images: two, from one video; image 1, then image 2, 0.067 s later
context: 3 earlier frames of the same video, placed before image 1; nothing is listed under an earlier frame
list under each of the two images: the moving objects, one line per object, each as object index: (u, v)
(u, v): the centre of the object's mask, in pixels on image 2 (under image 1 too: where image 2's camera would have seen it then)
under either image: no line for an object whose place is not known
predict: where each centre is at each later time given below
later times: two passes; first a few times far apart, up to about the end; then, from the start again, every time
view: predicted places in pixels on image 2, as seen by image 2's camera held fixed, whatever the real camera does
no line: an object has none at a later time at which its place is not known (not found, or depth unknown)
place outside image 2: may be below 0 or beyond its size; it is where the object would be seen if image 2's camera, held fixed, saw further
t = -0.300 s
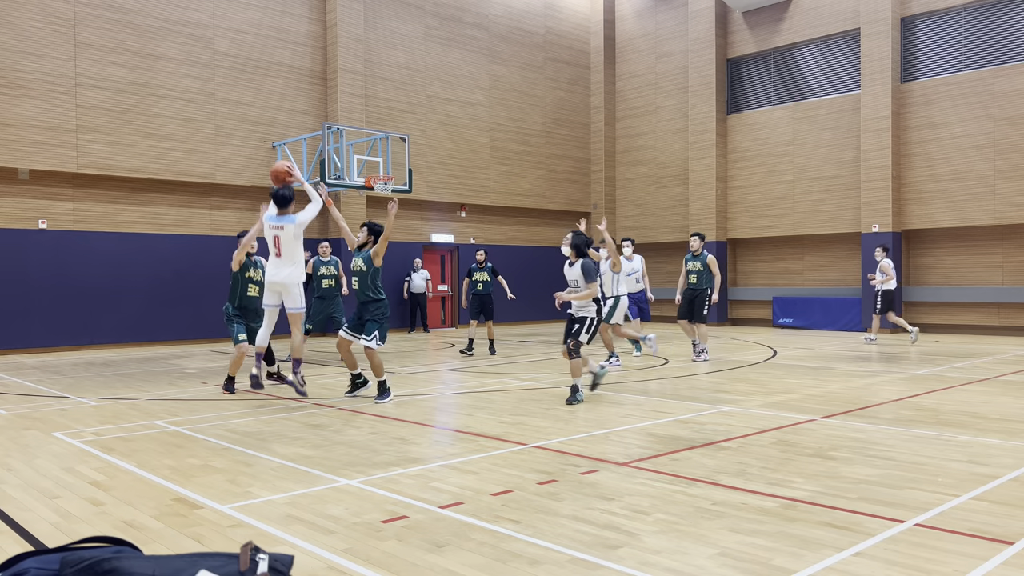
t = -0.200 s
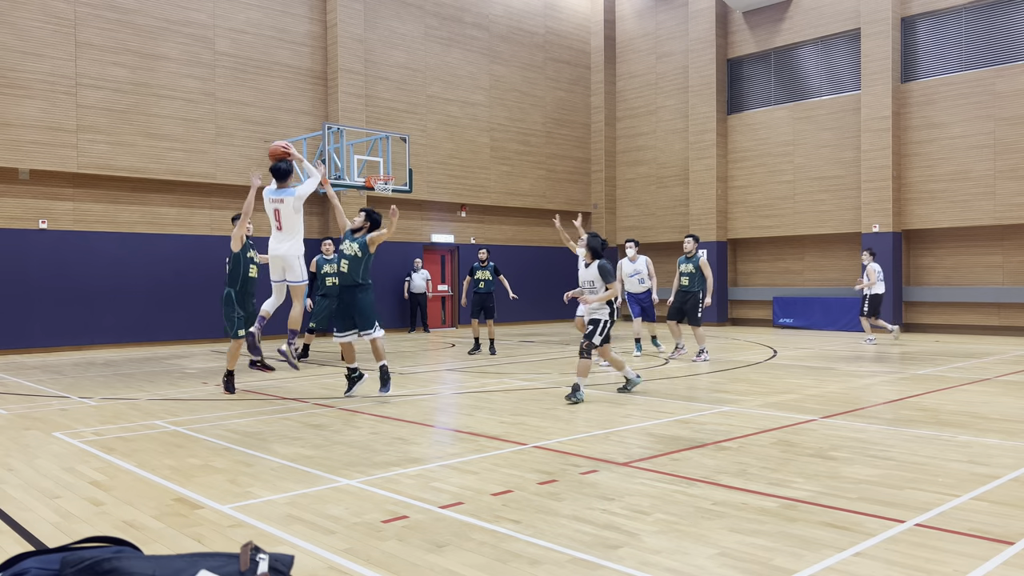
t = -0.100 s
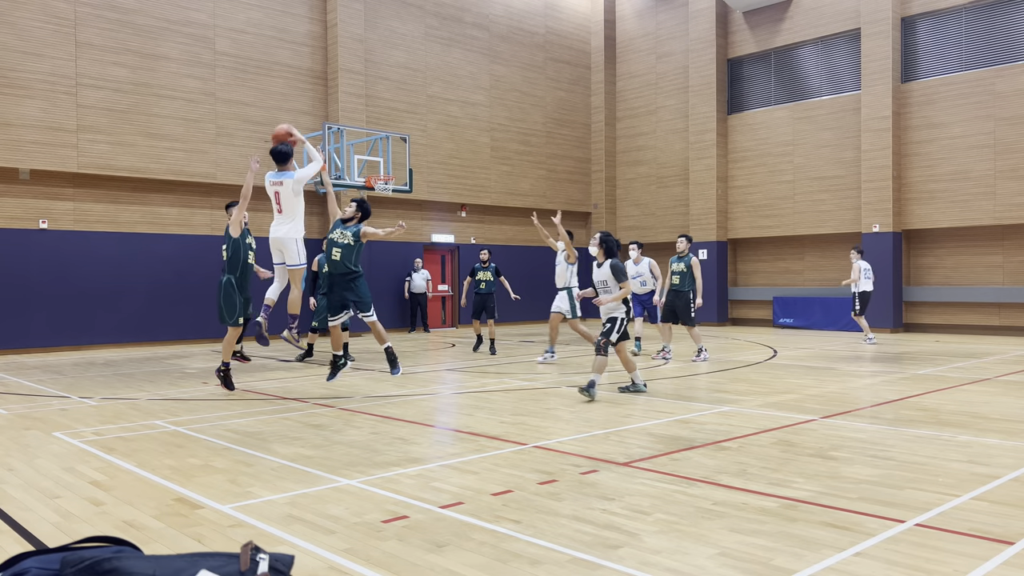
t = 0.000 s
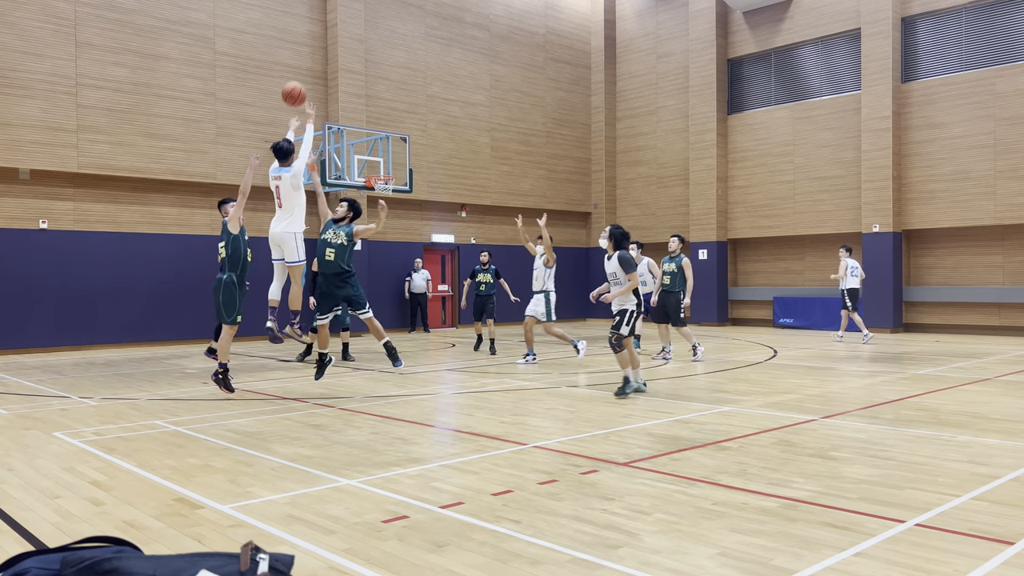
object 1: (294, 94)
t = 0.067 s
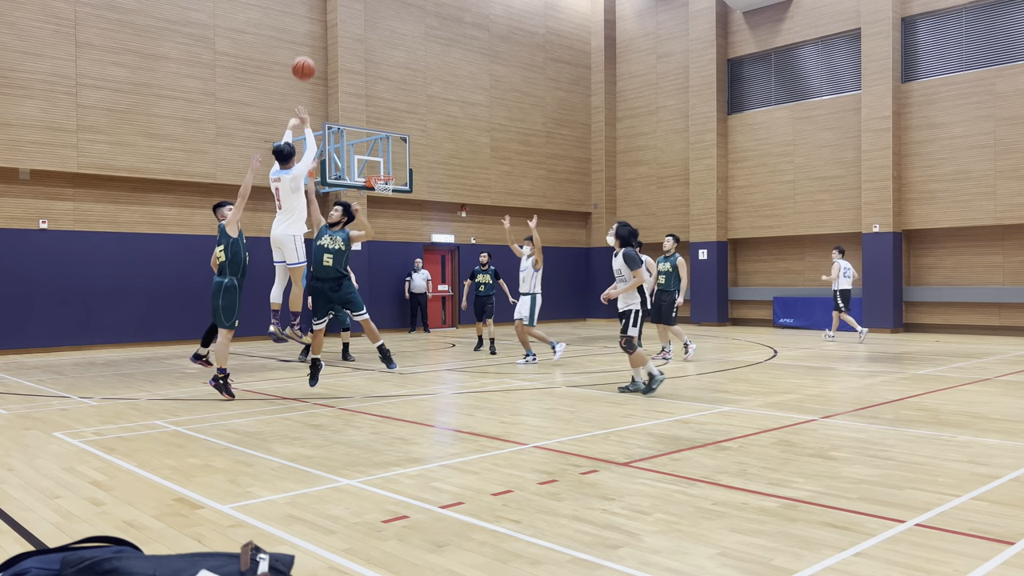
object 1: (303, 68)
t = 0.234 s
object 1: (323, 29)
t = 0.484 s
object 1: (347, 22)
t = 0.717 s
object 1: (365, 53)
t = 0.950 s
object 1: (380, 109)
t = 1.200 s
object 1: (380, 169)
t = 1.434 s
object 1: (358, 153)
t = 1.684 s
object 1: (345, 165)
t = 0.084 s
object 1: (305, 63)
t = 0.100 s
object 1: (307, 58)
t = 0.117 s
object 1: (309, 53)
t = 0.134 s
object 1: (312, 48)
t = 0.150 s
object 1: (314, 44)
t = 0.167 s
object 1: (316, 41)
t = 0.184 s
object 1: (317, 37)
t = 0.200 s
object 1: (319, 34)
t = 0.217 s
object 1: (321, 31)
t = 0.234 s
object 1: (323, 29)
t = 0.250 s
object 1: (325, 27)
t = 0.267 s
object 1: (327, 25)
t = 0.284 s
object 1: (329, 23)
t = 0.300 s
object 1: (330, 22)
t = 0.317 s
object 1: (332, 21)
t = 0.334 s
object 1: (333, 19)
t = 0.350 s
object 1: (335, 19)
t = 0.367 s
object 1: (336, 19)
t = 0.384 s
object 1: (338, 18)
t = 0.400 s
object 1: (340, 18)
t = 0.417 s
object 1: (341, 19)
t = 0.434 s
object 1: (342, 19)
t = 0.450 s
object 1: (344, 20)
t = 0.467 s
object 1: (346, 21)
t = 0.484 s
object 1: (347, 22)
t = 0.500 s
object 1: (349, 23)
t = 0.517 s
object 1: (350, 24)
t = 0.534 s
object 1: (351, 26)
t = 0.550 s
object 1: (353, 27)
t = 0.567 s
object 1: (354, 29)
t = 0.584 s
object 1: (355, 31)
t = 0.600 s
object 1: (357, 33)
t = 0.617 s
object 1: (358, 36)
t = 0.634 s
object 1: (359, 38)
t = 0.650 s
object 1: (361, 41)
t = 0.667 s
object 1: (362, 44)
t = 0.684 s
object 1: (363, 46)
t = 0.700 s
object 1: (364, 50)
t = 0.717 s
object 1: (365, 53)
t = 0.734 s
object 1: (367, 56)
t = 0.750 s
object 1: (368, 59)
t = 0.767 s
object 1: (369, 62)
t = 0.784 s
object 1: (370, 66)
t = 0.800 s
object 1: (371, 70)
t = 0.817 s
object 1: (372, 74)
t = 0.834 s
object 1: (373, 78)
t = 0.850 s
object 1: (374, 82)
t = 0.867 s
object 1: (375, 86)
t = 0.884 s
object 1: (376, 90)
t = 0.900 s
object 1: (377, 95)
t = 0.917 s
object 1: (378, 99)
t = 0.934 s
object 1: (379, 104)
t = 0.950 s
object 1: (380, 109)
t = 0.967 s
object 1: (381, 113)
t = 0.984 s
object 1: (382, 119)
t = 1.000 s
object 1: (383, 123)
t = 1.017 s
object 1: (384, 128)
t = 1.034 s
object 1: (385, 133)
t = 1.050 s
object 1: (385, 139)
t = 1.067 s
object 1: (386, 144)
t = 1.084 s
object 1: (388, 149)
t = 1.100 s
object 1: (389, 155)
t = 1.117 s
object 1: (389, 160)
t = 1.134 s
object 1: (389, 166)
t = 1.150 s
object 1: (390, 171)
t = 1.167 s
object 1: (389, 171)
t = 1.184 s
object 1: (384, 170)
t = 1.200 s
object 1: (380, 169)
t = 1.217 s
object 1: (376, 168)
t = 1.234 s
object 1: (372, 167)
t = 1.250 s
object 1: (368, 167)
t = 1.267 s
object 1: (365, 165)
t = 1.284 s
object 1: (365, 163)
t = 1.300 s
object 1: (364, 161)
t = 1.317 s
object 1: (364, 160)
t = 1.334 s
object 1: (363, 158)
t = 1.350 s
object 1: (363, 157)
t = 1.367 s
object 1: (362, 156)
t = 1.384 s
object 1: (361, 155)
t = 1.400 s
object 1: (360, 154)
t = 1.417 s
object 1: (359, 154)
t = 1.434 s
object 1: (358, 153)
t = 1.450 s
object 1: (358, 153)
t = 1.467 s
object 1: (357, 153)
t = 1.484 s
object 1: (356, 152)
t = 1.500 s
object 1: (355, 153)
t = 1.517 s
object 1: (354, 153)
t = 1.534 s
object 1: (353, 153)
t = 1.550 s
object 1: (352, 154)
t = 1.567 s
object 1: (352, 155)
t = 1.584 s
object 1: (351, 156)
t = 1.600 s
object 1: (350, 157)
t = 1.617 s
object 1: (349, 159)
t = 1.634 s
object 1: (348, 160)
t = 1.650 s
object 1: (347, 161)
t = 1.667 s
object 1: (347, 163)
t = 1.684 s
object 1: (345, 165)
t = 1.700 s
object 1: (345, 167)
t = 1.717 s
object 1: (344, 170)
